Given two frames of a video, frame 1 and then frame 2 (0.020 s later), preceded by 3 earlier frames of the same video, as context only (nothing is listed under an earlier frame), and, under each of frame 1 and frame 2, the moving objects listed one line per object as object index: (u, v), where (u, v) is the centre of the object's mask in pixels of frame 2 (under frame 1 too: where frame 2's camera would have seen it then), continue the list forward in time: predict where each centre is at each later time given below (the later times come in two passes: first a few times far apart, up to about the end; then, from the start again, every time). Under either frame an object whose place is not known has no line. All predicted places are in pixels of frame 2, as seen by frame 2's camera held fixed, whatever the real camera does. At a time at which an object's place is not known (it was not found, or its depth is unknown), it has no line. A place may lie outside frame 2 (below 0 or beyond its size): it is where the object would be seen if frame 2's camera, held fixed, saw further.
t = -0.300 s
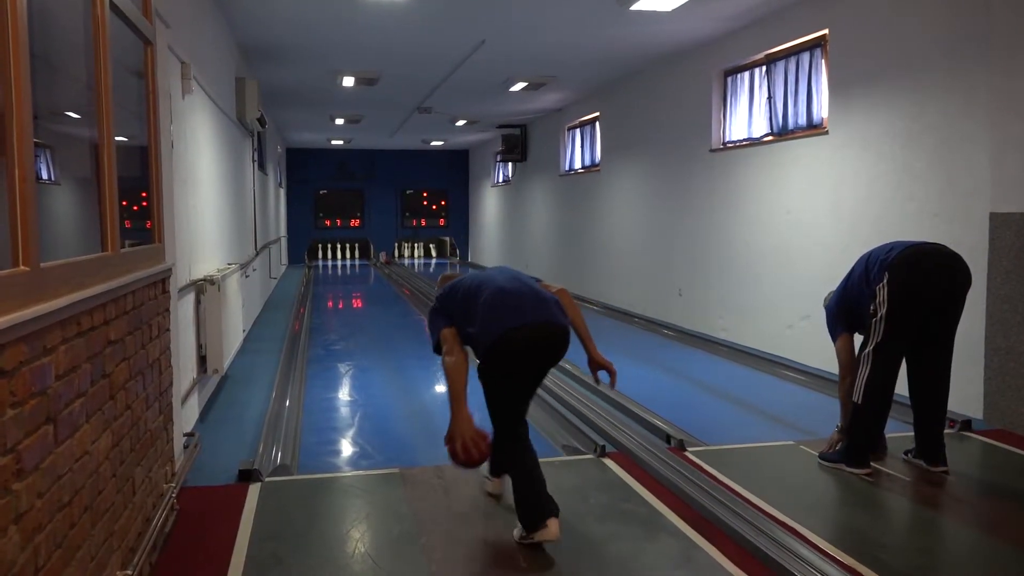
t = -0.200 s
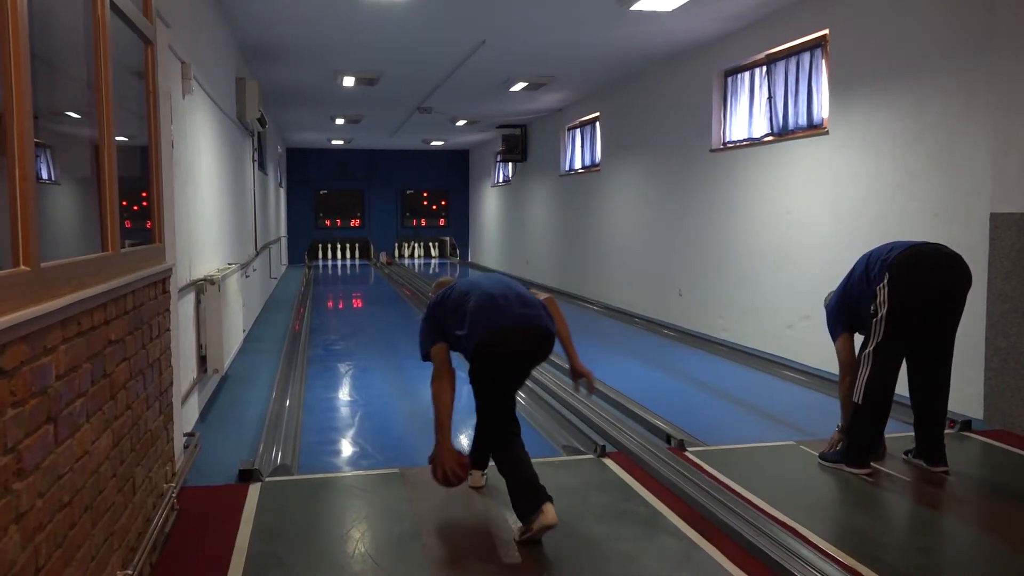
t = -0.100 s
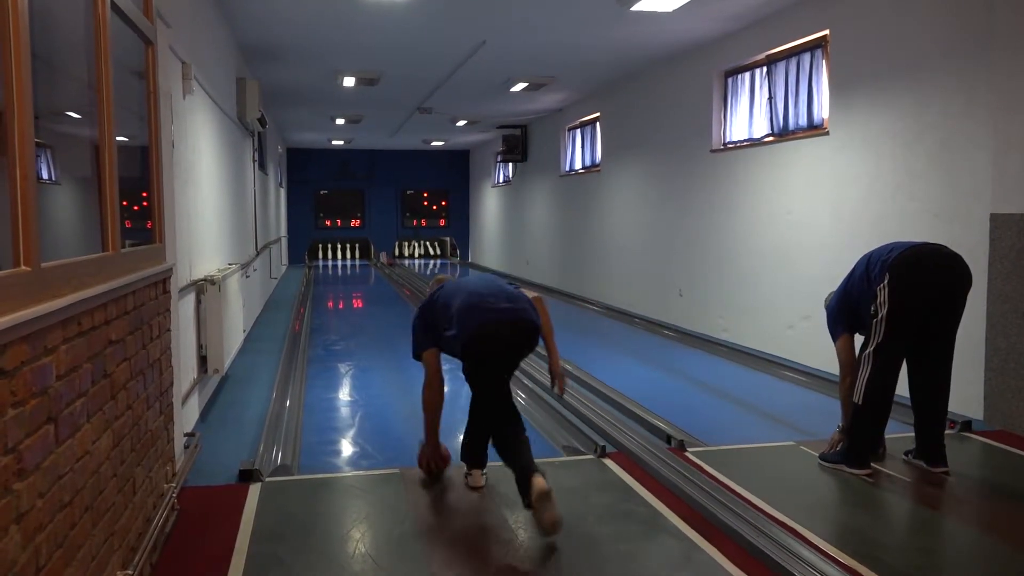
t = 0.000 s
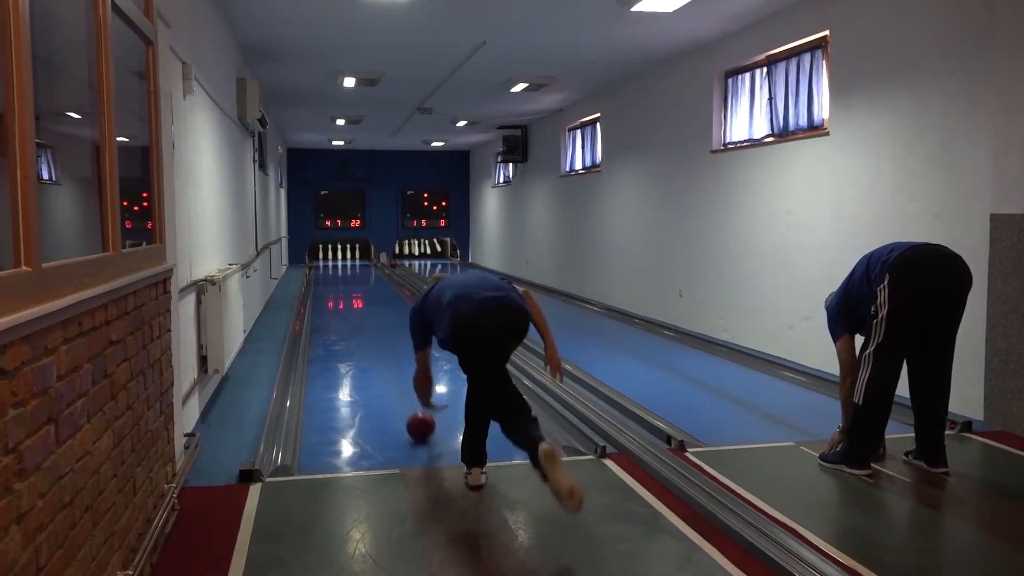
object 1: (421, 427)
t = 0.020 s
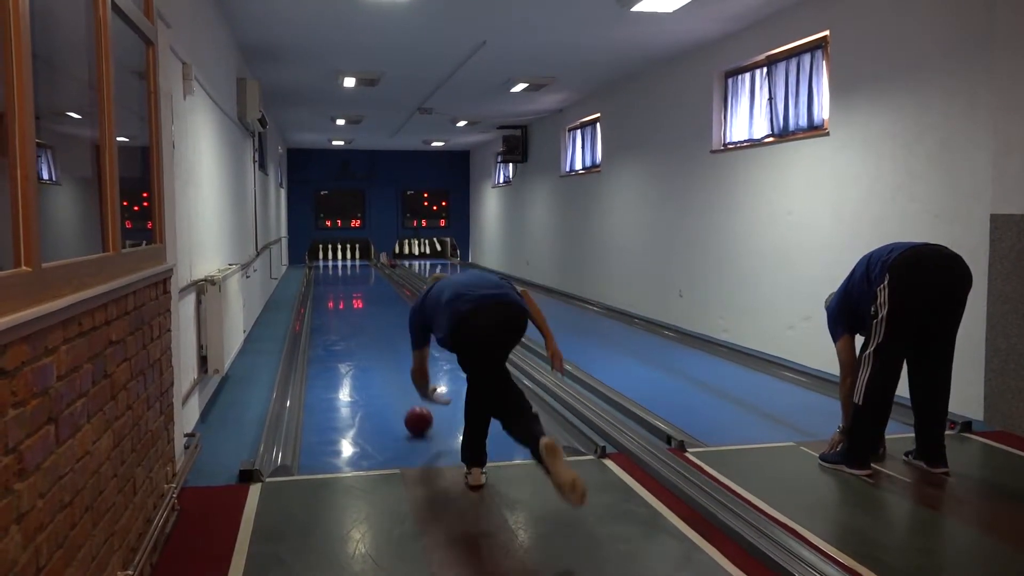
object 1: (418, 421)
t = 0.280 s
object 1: (396, 369)
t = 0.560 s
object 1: (381, 338)
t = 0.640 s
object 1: (375, 332)
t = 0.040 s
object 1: (416, 415)
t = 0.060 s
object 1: (414, 410)
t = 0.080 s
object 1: (412, 406)
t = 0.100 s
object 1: (410, 401)
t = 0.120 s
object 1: (408, 397)
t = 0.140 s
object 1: (407, 393)
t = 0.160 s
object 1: (405, 389)
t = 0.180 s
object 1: (404, 385)
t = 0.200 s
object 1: (402, 381)
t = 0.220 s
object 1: (400, 378)
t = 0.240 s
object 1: (399, 375)
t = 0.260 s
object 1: (398, 372)
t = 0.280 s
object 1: (396, 369)
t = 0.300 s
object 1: (395, 365)
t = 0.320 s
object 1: (394, 363)
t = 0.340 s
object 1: (393, 360)
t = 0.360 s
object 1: (391, 358)
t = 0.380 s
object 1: (391, 355)
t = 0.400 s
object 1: (390, 353)
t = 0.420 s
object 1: (389, 351)
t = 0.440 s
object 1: (387, 349)
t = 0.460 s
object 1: (387, 346)
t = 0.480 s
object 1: (385, 345)
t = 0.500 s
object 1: (384, 343)
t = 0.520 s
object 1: (383, 342)
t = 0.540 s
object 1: (382, 340)
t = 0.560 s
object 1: (381, 338)
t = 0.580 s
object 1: (379, 337)
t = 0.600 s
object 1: (378, 335)
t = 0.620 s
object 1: (377, 334)
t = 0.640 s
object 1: (375, 332)
